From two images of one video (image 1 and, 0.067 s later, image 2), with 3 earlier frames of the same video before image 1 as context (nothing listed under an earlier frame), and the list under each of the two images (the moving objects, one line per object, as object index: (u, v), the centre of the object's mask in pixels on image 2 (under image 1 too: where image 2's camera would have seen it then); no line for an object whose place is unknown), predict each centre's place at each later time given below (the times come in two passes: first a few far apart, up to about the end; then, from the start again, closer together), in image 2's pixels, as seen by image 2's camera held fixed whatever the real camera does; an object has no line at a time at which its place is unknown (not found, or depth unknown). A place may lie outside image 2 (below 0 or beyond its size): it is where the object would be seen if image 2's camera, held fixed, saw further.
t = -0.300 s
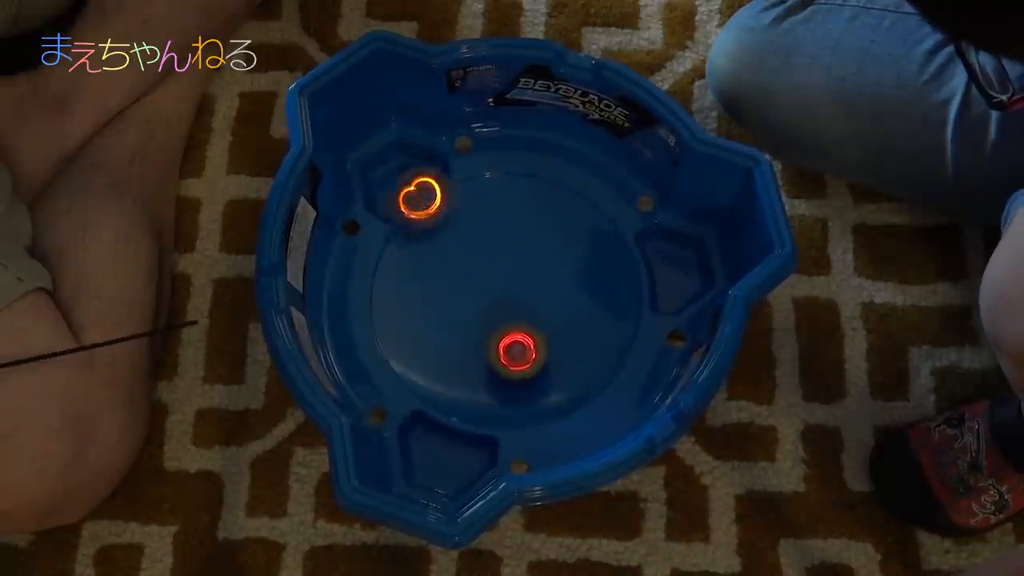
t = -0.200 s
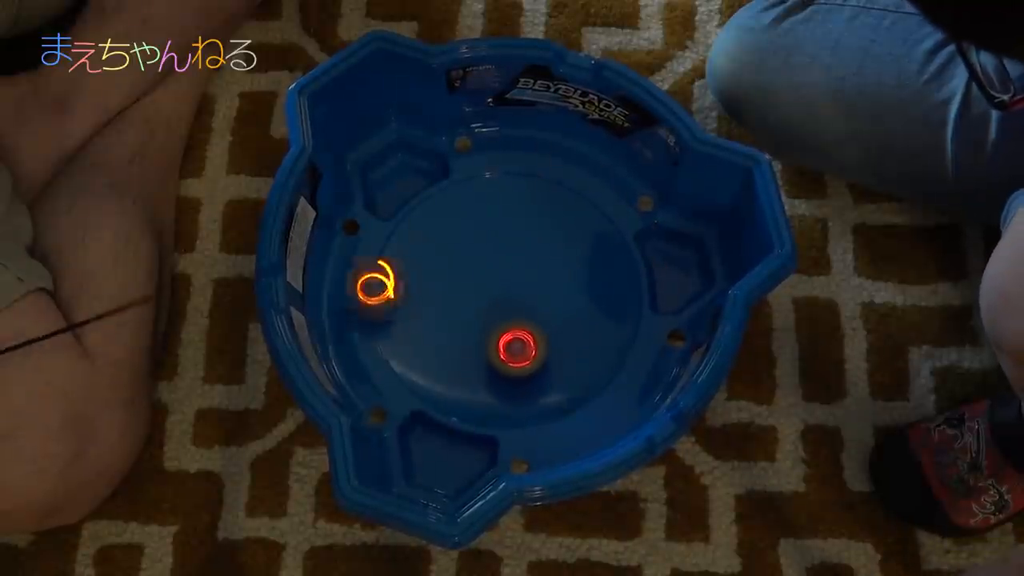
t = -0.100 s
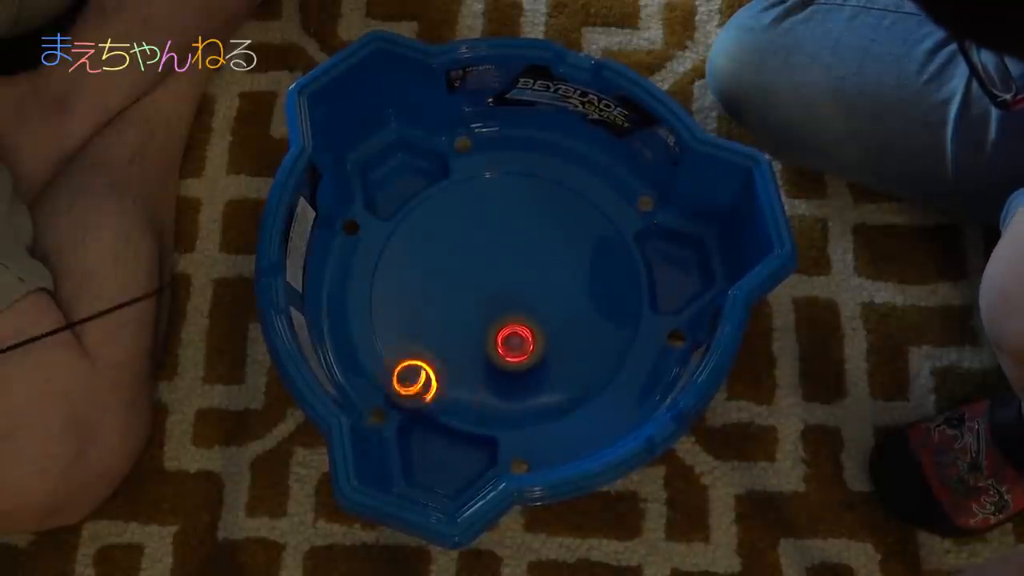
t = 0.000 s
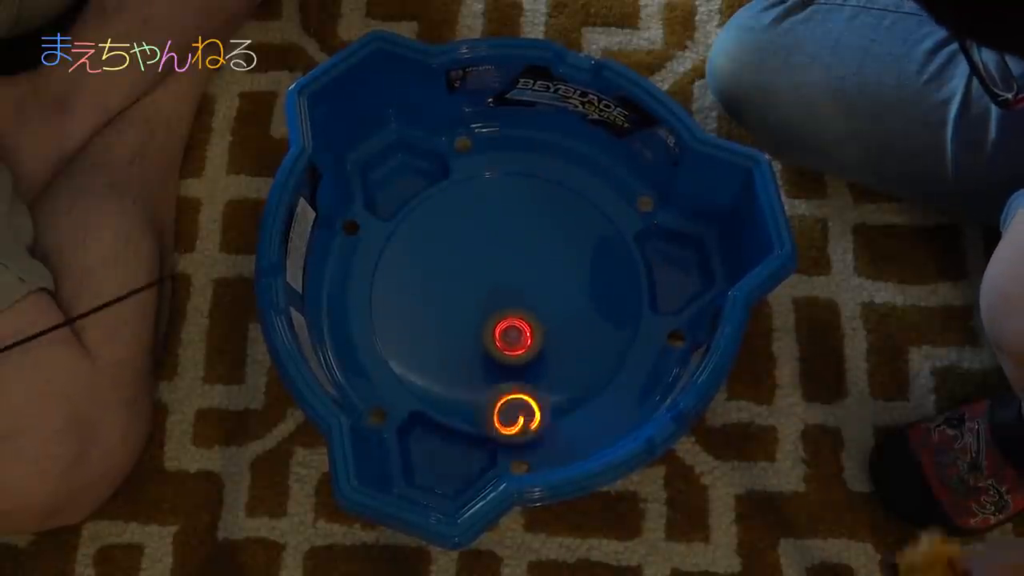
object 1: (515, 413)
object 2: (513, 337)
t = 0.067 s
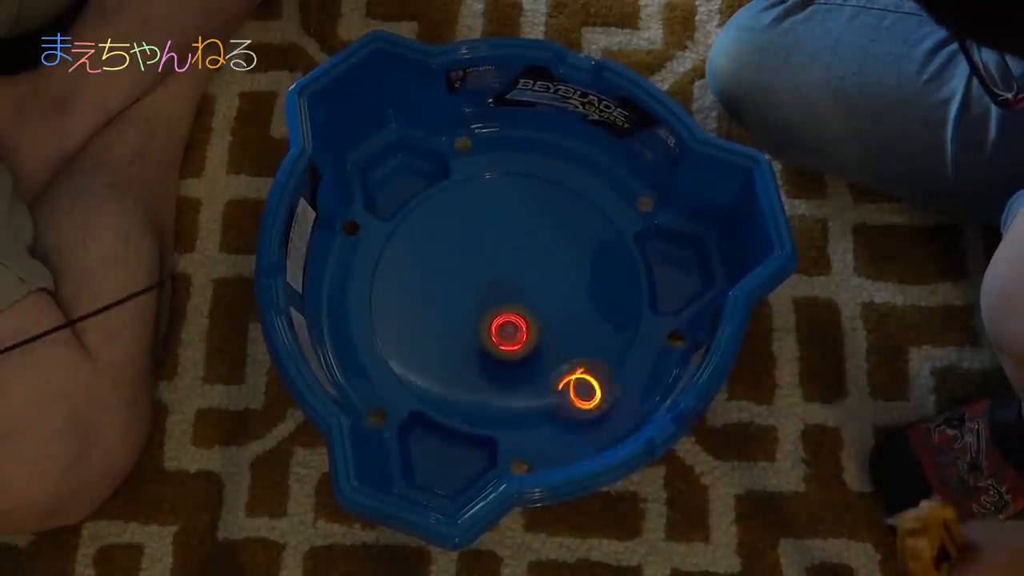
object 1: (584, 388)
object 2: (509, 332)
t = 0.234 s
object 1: (625, 243)
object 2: (498, 321)
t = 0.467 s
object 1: (433, 190)
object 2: (474, 310)
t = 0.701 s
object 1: (418, 385)
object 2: (458, 307)
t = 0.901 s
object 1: (602, 373)
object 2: (455, 304)
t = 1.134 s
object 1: (582, 192)
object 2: (463, 299)
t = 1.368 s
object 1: (399, 225)
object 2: (477, 289)
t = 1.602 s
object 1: (450, 401)
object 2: (490, 271)
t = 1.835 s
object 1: (626, 333)
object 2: (497, 257)
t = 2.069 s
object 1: (556, 185)
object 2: (504, 254)
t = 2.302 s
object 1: (399, 241)
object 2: (510, 258)
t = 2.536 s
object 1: (451, 398)
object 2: (522, 265)
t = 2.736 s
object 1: (603, 370)
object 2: (533, 272)
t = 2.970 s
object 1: (598, 222)
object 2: (544, 281)
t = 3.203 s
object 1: (449, 202)
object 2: (547, 288)
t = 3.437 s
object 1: (403, 342)
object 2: (544, 298)
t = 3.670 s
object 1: (551, 394)
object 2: (538, 308)
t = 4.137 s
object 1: (529, 199)
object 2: (521, 326)
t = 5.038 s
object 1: (611, 314)
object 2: (479, 272)
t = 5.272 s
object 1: (525, 227)
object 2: (473, 287)
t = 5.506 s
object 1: (420, 238)
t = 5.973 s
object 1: (518, 360)
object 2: (526, 296)
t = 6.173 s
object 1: (596, 344)
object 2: (527, 235)
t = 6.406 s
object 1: (596, 250)
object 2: (491, 232)
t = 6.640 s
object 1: (519, 208)
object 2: (469, 271)
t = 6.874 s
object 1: (495, 227)
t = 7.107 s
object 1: (542, 277)
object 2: (442, 465)
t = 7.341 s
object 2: (436, 461)
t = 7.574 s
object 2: (432, 460)
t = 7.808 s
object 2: (430, 457)
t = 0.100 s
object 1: (609, 365)
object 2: (508, 330)
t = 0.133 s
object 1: (626, 338)
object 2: (507, 328)
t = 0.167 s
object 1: (633, 305)
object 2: (504, 326)
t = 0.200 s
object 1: (632, 273)
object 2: (501, 323)
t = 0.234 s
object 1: (625, 243)
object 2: (498, 321)
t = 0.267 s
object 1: (609, 218)
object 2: (495, 319)
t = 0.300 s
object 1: (586, 195)
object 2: (491, 317)
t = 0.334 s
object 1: (556, 179)
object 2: (488, 315)
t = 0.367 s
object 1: (527, 171)
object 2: (484, 313)
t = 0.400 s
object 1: (493, 170)
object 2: (481, 312)
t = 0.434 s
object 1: (464, 175)
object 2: (478, 311)
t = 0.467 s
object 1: (433, 190)
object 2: (474, 310)
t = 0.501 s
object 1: (410, 208)
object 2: (471, 308)
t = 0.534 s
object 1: (389, 235)
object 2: (469, 307)
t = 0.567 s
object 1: (378, 265)
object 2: (466, 307)
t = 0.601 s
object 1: (374, 297)
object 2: (463, 307)
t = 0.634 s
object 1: (380, 327)
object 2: (461, 306)
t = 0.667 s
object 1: (396, 359)
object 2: (460, 306)
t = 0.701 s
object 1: (418, 385)
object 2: (458, 307)
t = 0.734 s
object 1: (445, 402)
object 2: (456, 306)
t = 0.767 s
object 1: (474, 413)
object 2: (455, 305)
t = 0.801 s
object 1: (511, 415)
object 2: (455, 305)
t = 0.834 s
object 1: (546, 407)
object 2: (454, 305)
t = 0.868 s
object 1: (578, 393)
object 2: (454, 305)
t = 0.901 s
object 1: (602, 373)
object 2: (455, 304)
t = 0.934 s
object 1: (621, 347)
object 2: (455, 304)
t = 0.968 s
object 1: (632, 318)
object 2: (456, 303)
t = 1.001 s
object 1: (634, 289)
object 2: (456, 303)
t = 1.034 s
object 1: (630, 260)
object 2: (458, 302)
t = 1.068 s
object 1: (620, 235)
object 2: (459, 301)
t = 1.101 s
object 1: (604, 212)
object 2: (461, 300)
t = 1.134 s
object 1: (582, 192)
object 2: (463, 299)
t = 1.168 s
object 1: (558, 180)
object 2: (465, 299)
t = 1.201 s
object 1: (530, 172)
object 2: (467, 297)
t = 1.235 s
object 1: (501, 170)
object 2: (470, 296)
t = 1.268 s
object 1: (473, 176)
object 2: (472, 294)
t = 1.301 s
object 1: (443, 186)
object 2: (474, 293)
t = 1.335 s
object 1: (418, 203)
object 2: (476, 291)
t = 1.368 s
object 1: (399, 225)
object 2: (477, 289)
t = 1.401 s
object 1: (385, 251)
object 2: (480, 286)
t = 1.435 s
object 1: (376, 279)
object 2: (482, 284)
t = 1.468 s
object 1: (374, 308)
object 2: (483, 281)
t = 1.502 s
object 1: (384, 336)
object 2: (486, 278)
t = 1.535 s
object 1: (400, 364)
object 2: (488, 276)
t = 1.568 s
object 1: (421, 385)
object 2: (488, 274)
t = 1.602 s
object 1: (450, 401)
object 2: (490, 271)
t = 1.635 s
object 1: (479, 412)
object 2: (491, 268)
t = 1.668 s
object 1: (510, 414)
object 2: (492, 267)
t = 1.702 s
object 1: (541, 409)
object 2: (493, 264)
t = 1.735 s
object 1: (569, 398)
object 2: (494, 262)
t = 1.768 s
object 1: (593, 380)
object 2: (495, 261)
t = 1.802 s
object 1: (613, 359)
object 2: (496, 259)
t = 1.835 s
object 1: (626, 333)
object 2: (497, 257)
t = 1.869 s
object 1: (633, 306)
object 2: (497, 256)
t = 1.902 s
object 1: (633, 278)
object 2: (498, 255)
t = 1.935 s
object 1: (627, 254)
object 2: (499, 255)
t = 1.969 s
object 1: (617, 234)
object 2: (500, 255)
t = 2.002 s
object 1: (600, 215)
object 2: (501, 254)
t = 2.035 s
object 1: (580, 198)
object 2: (503, 254)
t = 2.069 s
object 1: (556, 185)
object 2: (504, 254)
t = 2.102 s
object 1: (530, 177)
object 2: (504, 255)
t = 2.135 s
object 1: (503, 175)
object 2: (505, 255)
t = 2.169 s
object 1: (477, 178)
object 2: (506, 256)
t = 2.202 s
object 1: (452, 187)
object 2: (507, 257)
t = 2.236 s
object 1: (430, 202)
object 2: (508, 258)
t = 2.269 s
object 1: (413, 220)
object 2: (509, 258)
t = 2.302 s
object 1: (399, 241)
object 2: (510, 258)
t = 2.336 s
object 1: (388, 264)
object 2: (512, 259)
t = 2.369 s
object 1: (384, 289)
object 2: (514, 260)
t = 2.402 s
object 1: (383, 318)
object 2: (515, 261)
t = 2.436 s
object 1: (391, 342)
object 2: (517, 262)
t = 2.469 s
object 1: (405, 367)
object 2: (518, 263)
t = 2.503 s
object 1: (425, 384)
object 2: (520, 264)
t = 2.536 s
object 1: (451, 398)
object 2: (522, 265)
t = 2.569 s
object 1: (477, 407)
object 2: (524, 266)
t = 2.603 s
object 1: (505, 412)
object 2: (526, 267)
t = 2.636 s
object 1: (533, 410)
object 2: (527, 268)
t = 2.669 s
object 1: (560, 402)
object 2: (529, 270)
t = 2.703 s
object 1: (584, 388)
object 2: (531, 271)
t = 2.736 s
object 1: (603, 370)
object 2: (533, 272)
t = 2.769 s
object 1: (619, 347)
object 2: (535, 274)
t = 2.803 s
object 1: (630, 323)
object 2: (537, 275)
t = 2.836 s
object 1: (632, 298)
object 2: (538, 276)
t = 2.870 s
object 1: (630, 274)
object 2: (540, 277)
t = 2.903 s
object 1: (623, 253)
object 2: (542, 279)
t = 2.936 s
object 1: (612, 236)
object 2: (543, 280)
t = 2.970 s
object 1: (598, 222)
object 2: (544, 281)
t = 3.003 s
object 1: (581, 209)
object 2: (545, 282)
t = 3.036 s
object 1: (562, 198)
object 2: (545, 284)
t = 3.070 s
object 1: (540, 190)
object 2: (546, 285)
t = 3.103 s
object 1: (515, 186)
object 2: (546, 286)
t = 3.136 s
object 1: (491, 186)
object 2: (547, 287)
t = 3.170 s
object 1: (469, 194)
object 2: (547, 287)
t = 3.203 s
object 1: (449, 202)
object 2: (547, 288)
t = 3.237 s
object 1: (430, 218)
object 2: (547, 289)
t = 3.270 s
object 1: (416, 234)
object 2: (547, 290)
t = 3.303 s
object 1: (404, 251)
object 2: (546, 292)
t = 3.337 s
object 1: (396, 273)
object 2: (546, 293)
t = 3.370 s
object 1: (393, 297)
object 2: (545, 295)
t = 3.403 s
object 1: (395, 321)
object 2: (545, 296)
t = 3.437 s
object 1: (403, 342)
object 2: (544, 298)
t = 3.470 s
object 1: (417, 363)
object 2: (543, 299)
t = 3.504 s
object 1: (434, 378)
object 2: (543, 301)
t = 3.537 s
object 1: (455, 390)
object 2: (542, 303)
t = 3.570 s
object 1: (478, 397)
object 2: (542, 304)
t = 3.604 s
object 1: (502, 401)
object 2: (541, 306)
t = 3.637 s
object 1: (527, 400)
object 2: (539, 307)
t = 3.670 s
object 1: (551, 394)
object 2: (538, 308)
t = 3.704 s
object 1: (571, 384)
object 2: (538, 310)
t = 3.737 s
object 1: (589, 371)
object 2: (536, 312)
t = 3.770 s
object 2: (536, 312)
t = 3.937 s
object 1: (612, 258)
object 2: (529, 318)
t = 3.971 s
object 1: (604, 244)
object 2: (528, 319)
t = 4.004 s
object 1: (592, 229)
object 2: (527, 321)
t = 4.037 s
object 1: (578, 219)
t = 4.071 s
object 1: (563, 208)
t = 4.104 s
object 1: (546, 202)
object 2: (522, 325)
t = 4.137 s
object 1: (529, 199)
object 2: (521, 326)
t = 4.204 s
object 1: (491, 201)
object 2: (518, 327)
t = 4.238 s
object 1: (472, 207)
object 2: (517, 327)
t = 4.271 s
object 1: (458, 214)
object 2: (515, 327)
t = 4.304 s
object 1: (443, 224)
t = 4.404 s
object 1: (416, 266)
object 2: (508, 328)
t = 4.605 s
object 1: (446, 362)
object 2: (501, 326)
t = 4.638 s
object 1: (460, 371)
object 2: (500, 324)
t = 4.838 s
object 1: (548, 402)
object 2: (512, 290)
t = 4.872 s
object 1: (565, 394)
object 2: (507, 286)
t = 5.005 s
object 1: (611, 333)
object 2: (484, 272)
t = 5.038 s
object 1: (611, 314)
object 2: (479, 272)
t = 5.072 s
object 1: (608, 296)
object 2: (474, 274)
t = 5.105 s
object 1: (599, 279)
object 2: (471, 276)
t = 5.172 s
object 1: (575, 250)
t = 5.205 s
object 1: (560, 240)
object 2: (471, 284)
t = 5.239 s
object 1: (543, 231)
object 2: (472, 286)
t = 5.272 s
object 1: (525, 227)
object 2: (473, 287)
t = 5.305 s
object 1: (506, 224)
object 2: (475, 287)
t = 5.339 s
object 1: (489, 225)
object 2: (476, 287)
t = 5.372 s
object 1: (473, 225)
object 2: (477, 290)
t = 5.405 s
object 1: (458, 225)
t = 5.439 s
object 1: (444, 227)
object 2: (479, 297)
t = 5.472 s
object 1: (431, 231)
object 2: (482, 299)
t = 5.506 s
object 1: (420, 238)
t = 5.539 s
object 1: (410, 247)
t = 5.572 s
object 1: (400, 256)
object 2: (491, 302)
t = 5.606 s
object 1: (393, 270)
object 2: (494, 302)
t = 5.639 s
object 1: (389, 283)
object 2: (497, 303)
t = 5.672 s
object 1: (388, 299)
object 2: (500, 303)
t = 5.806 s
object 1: (425, 357)
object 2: (513, 302)
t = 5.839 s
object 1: (441, 365)
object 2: (517, 302)
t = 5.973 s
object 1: (518, 360)
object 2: (526, 296)
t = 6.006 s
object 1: (533, 354)
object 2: (529, 293)
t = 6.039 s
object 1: (548, 361)
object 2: (532, 274)
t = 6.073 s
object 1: (561, 362)
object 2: (533, 259)
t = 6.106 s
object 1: (574, 360)
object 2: (532, 248)
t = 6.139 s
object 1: (585, 353)
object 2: (530, 240)
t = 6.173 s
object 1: (596, 344)
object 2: (527, 235)
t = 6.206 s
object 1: (604, 332)
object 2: (523, 231)
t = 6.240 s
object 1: (610, 318)
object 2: (518, 228)
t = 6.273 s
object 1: (613, 305)
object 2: (512, 226)
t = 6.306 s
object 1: (613, 290)
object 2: (506, 225)
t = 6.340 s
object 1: (611, 276)
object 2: (500, 226)
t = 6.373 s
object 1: (605, 263)
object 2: (495, 228)
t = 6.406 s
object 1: (596, 250)
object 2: (491, 232)
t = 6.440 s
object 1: (585, 238)
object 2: (489, 237)
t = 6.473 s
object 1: (573, 229)
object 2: (489, 241)
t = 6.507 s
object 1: (559, 223)
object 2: (489, 245)
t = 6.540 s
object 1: (544, 219)
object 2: (487, 250)
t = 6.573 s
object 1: (539, 212)
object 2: (478, 258)
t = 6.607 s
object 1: (530, 209)
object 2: (472, 265)
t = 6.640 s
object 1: (519, 208)
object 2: (469, 271)
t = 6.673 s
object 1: (506, 210)
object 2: (468, 276)
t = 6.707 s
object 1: (494, 215)
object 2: (469, 281)
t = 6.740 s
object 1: (483, 222)
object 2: (470, 285)
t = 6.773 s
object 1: (482, 223)
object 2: (460, 302)
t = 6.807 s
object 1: (488, 221)
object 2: (444, 329)
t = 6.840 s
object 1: (492, 223)
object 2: (432, 353)
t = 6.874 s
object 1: (495, 227)
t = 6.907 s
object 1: (499, 235)
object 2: (421, 391)
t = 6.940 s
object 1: (503, 242)
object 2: (428, 400)
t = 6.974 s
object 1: (508, 251)
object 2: (434, 411)
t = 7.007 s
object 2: (443, 421)
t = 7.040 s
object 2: (446, 440)
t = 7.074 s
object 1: (533, 271)
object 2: (447, 462)
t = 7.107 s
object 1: (542, 277)
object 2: (442, 465)
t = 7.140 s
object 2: (439, 464)
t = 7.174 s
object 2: (434, 461)
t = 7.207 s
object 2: (435, 460)
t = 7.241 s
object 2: (438, 459)
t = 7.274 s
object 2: (439, 460)
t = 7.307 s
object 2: (438, 463)
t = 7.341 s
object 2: (436, 461)
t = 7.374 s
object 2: (435, 460)
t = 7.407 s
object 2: (433, 460)
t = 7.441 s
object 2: (431, 460)
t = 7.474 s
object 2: (431, 459)
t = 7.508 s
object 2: (431, 460)
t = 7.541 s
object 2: (432, 459)
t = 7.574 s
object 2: (432, 460)
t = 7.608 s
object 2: (432, 460)
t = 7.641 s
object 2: (432, 460)
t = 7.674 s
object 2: (431, 460)
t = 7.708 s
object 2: (430, 459)
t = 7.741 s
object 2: (431, 458)
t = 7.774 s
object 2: (431, 457)
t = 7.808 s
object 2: (430, 457)
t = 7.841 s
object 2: (430, 455)
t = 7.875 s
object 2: (429, 454)
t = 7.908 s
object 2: (431, 456)
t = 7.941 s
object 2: (434, 457)
